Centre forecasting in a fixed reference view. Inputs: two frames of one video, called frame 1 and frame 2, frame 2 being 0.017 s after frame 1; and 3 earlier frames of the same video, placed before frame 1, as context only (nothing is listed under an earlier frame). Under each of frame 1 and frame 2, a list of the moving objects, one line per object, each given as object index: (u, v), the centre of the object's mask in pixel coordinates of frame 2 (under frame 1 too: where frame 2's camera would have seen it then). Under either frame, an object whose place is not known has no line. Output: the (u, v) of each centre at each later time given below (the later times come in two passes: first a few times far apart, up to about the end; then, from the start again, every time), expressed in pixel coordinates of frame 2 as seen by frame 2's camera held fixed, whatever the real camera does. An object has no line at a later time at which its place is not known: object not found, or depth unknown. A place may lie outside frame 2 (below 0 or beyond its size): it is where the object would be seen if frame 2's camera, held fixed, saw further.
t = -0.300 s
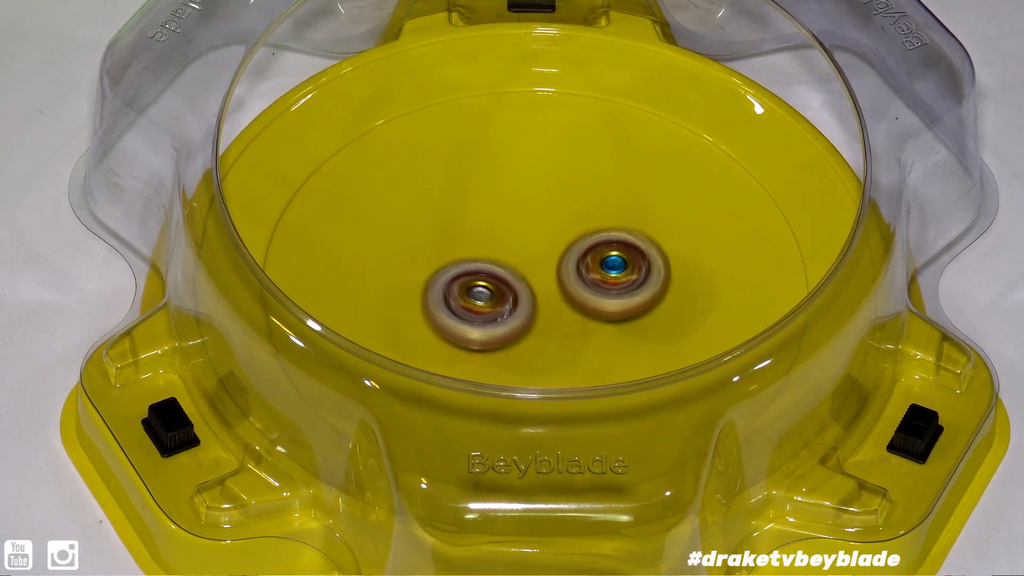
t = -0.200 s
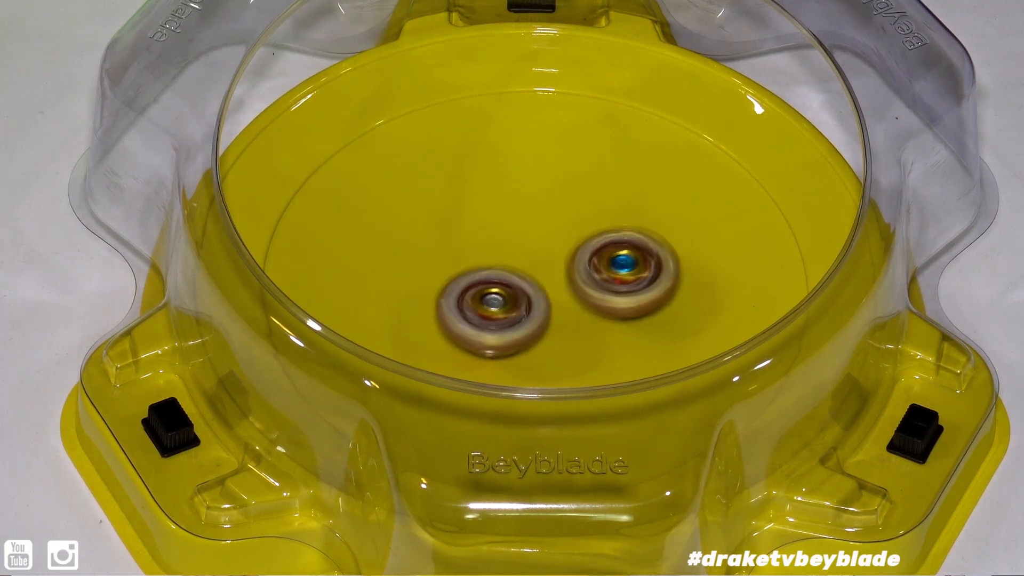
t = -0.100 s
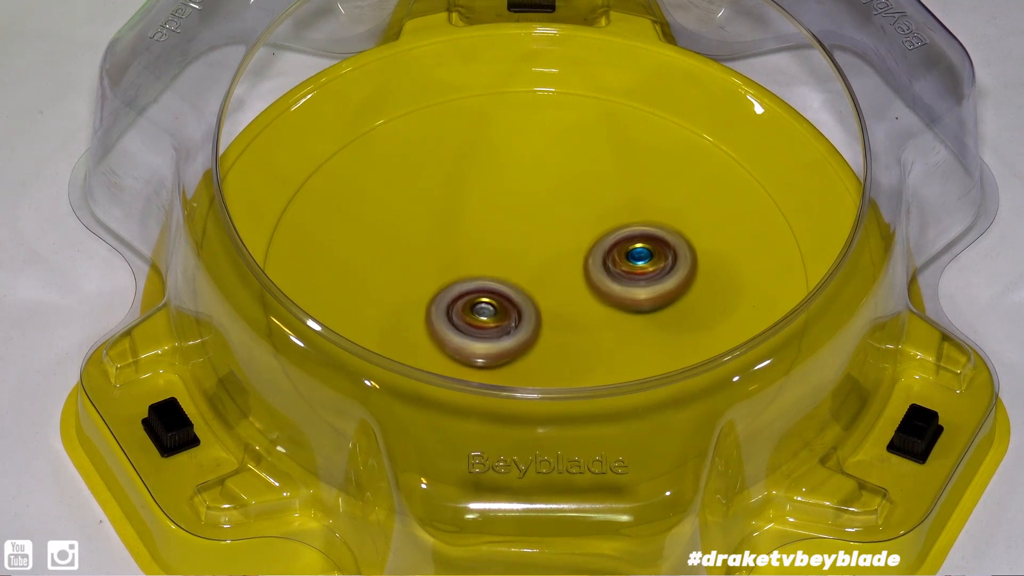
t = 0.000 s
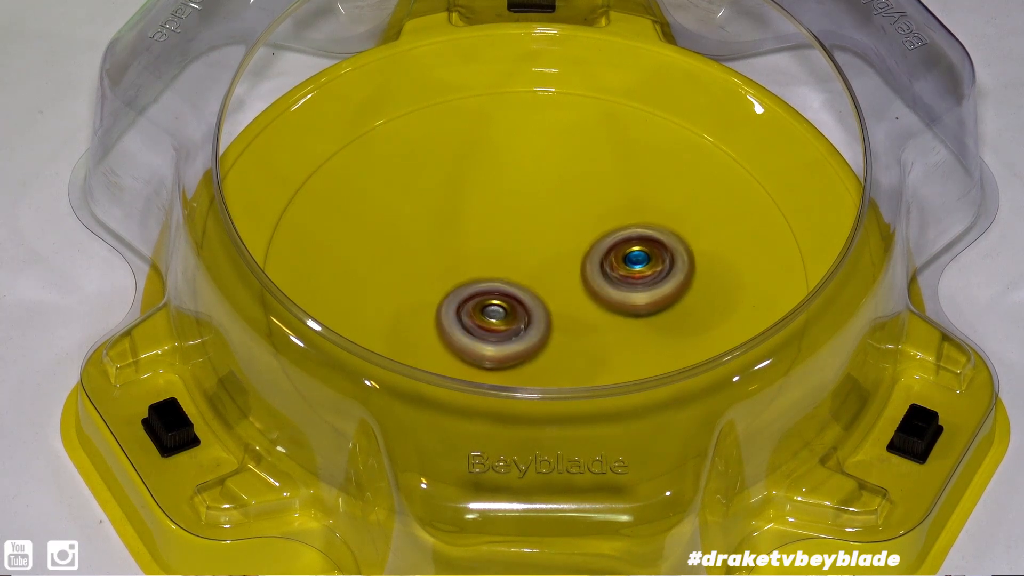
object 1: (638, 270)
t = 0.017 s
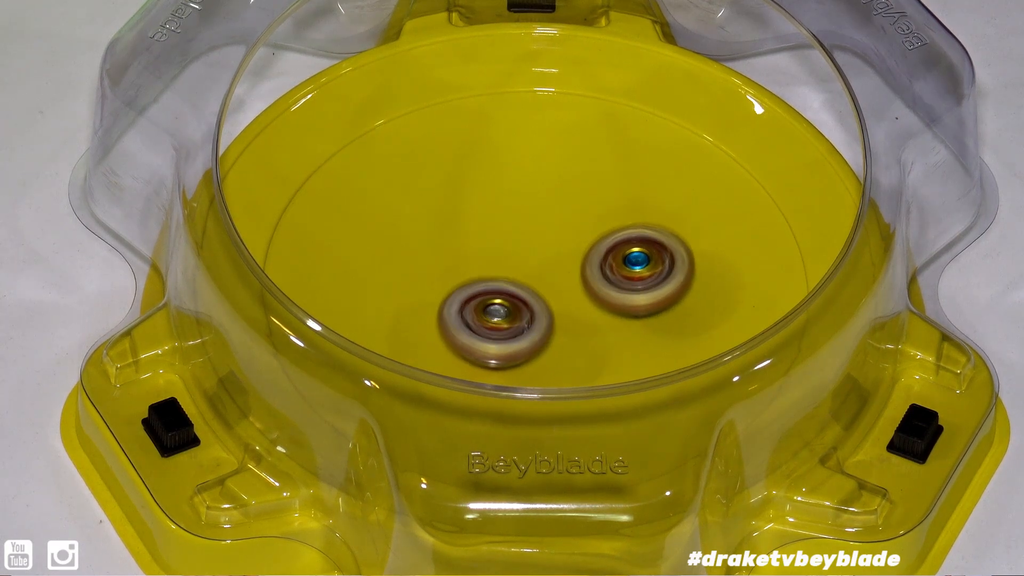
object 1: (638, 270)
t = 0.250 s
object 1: (646, 268)
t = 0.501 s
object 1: (625, 274)
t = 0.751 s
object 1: (605, 291)
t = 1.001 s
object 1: (594, 305)
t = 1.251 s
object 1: (621, 338)
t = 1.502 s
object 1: (609, 334)
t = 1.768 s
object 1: (611, 345)
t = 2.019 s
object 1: (592, 344)
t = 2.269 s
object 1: (567, 342)
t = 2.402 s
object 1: (556, 342)
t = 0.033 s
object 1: (637, 271)
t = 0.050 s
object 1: (637, 271)
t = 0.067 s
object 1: (635, 272)
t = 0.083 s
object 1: (635, 272)
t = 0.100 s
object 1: (633, 273)
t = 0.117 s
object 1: (632, 274)
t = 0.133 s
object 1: (630, 274)
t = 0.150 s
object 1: (631, 274)
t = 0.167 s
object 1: (635, 273)
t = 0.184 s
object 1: (641, 270)
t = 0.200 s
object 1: (644, 269)
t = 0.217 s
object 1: (647, 268)
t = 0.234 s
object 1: (646, 268)
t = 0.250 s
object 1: (646, 268)
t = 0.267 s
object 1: (645, 268)
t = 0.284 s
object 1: (645, 268)
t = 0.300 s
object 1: (643, 269)
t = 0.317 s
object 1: (644, 269)
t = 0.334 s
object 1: (641, 269)
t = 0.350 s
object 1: (641, 269)
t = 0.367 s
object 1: (639, 270)
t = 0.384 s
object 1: (639, 270)
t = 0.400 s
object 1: (636, 270)
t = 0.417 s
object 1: (636, 271)
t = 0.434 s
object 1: (633, 271)
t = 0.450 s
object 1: (632, 272)
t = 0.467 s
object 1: (629, 272)
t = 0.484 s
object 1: (628, 273)
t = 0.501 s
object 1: (625, 274)
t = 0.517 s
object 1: (624, 274)
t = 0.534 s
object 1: (620, 275)
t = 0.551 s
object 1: (619, 276)
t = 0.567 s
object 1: (615, 277)
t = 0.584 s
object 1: (613, 278)
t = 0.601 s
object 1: (608, 278)
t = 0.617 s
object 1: (605, 280)
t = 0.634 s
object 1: (600, 281)
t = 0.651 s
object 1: (598, 282)
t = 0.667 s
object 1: (596, 283)
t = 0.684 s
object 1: (598, 284)
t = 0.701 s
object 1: (602, 287)
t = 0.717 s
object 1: (603, 288)
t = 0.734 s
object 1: (605, 290)
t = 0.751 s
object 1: (605, 291)
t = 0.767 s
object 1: (605, 293)
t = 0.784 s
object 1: (604, 293)
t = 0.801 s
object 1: (604, 295)
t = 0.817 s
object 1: (603, 295)
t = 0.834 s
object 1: (602, 297)
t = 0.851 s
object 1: (602, 297)
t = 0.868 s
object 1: (601, 299)
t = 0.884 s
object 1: (600, 299)
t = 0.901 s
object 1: (599, 300)
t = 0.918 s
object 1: (599, 301)
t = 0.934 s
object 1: (598, 302)
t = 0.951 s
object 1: (597, 302)
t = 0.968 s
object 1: (596, 303)
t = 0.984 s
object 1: (595, 304)
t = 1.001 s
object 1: (594, 305)
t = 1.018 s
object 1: (593, 305)
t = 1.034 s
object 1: (592, 306)
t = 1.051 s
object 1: (591, 306)
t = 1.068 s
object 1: (590, 307)
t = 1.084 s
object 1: (590, 308)
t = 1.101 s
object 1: (595, 310)
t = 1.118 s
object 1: (600, 314)
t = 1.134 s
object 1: (606, 318)
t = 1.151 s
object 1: (610, 322)
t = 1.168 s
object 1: (614, 326)
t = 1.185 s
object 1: (616, 329)
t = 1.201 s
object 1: (618, 332)
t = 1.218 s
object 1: (619, 334)
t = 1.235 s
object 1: (620, 336)
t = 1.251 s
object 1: (621, 338)
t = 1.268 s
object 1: (622, 338)
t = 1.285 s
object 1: (622, 339)
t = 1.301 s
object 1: (622, 339)
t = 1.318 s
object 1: (621, 339)
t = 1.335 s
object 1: (621, 340)
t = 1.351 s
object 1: (620, 340)
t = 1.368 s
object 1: (619, 339)
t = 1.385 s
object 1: (618, 339)
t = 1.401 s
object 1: (617, 339)
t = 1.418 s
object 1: (616, 338)
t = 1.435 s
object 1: (614, 338)
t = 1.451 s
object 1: (614, 337)
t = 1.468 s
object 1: (612, 336)
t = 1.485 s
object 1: (611, 335)
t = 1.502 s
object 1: (609, 334)
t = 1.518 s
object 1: (608, 333)
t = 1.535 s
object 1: (606, 332)
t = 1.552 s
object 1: (605, 331)
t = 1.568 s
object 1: (603, 329)
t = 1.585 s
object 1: (601, 328)
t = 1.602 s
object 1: (599, 327)
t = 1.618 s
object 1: (598, 326)
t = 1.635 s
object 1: (595, 324)
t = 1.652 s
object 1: (594, 323)
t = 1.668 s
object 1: (593, 323)
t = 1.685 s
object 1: (598, 328)
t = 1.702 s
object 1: (604, 335)
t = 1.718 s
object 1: (607, 339)
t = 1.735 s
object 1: (610, 342)
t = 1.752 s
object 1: (612, 344)
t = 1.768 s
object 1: (611, 345)
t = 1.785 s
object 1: (612, 346)
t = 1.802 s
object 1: (610, 347)
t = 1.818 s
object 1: (610, 347)
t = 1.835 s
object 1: (608, 347)
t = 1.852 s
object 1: (607, 347)
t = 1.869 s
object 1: (606, 346)
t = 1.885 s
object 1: (605, 346)
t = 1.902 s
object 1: (604, 346)
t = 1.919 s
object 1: (601, 346)
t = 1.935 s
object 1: (601, 346)
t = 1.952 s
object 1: (598, 346)
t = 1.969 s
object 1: (597, 345)
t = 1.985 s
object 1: (595, 345)
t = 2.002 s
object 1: (594, 344)
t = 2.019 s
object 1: (592, 344)
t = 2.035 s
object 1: (590, 343)
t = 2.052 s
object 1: (589, 342)
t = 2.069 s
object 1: (586, 342)
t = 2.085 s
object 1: (585, 341)
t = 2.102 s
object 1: (582, 340)
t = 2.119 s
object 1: (580, 339)
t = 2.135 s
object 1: (577, 338)
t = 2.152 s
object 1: (576, 336)
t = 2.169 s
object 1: (573, 335)
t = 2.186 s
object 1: (570, 334)
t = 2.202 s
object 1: (568, 332)
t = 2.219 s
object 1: (569, 336)
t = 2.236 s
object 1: (569, 339)
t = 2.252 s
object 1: (568, 341)
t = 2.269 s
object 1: (567, 342)
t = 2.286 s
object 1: (566, 343)
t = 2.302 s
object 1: (565, 342)
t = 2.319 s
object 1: (563, 342)
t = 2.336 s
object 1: (562, 342)
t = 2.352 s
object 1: (560, 342)
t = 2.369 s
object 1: (559, 342)
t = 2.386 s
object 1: (558, 342)
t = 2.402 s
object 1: (556, 342)
